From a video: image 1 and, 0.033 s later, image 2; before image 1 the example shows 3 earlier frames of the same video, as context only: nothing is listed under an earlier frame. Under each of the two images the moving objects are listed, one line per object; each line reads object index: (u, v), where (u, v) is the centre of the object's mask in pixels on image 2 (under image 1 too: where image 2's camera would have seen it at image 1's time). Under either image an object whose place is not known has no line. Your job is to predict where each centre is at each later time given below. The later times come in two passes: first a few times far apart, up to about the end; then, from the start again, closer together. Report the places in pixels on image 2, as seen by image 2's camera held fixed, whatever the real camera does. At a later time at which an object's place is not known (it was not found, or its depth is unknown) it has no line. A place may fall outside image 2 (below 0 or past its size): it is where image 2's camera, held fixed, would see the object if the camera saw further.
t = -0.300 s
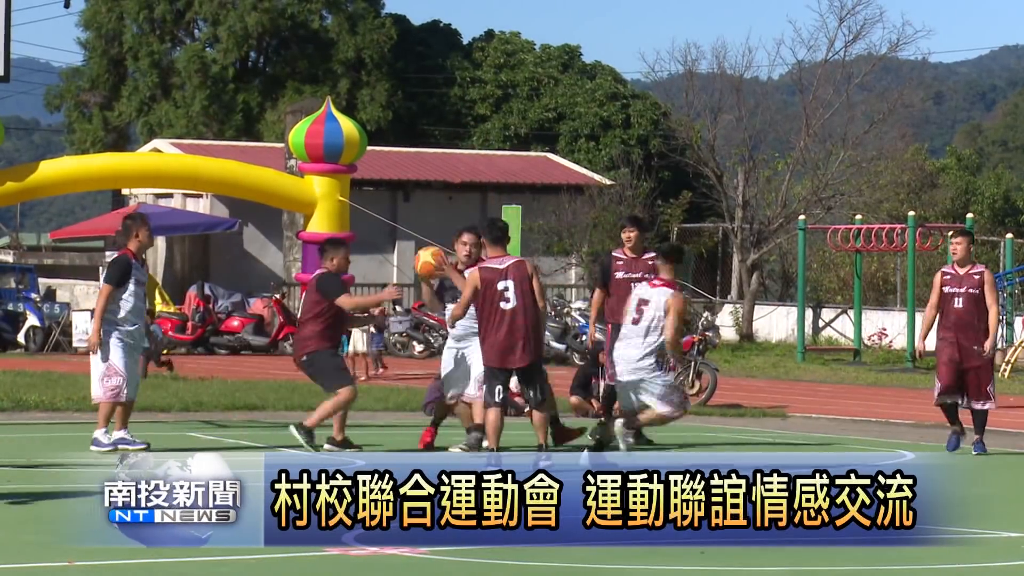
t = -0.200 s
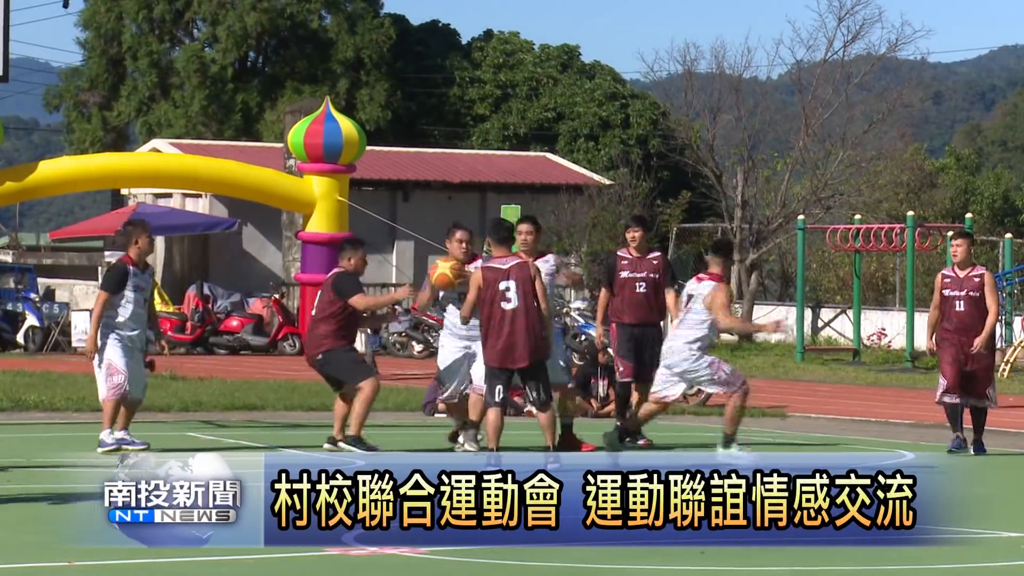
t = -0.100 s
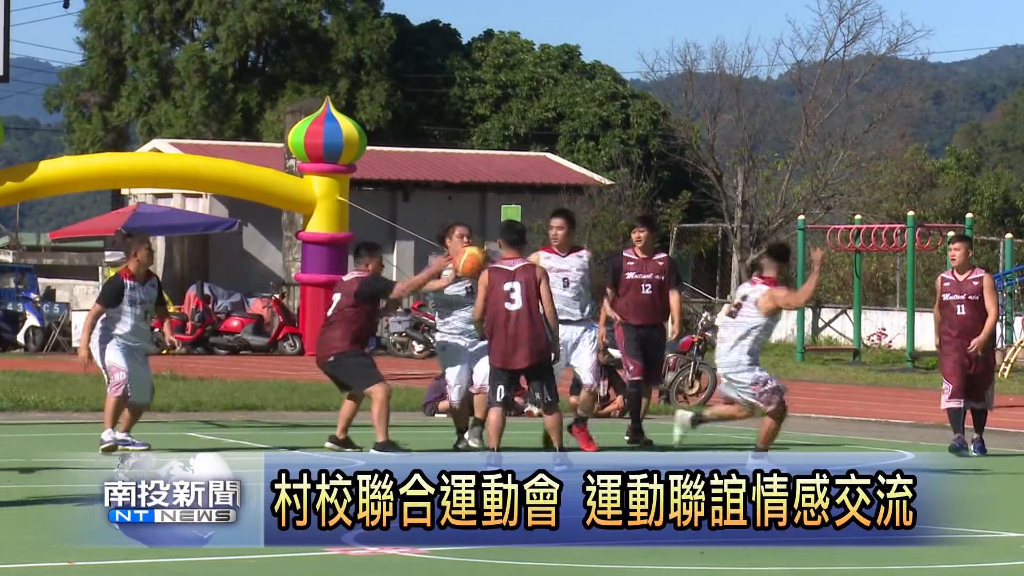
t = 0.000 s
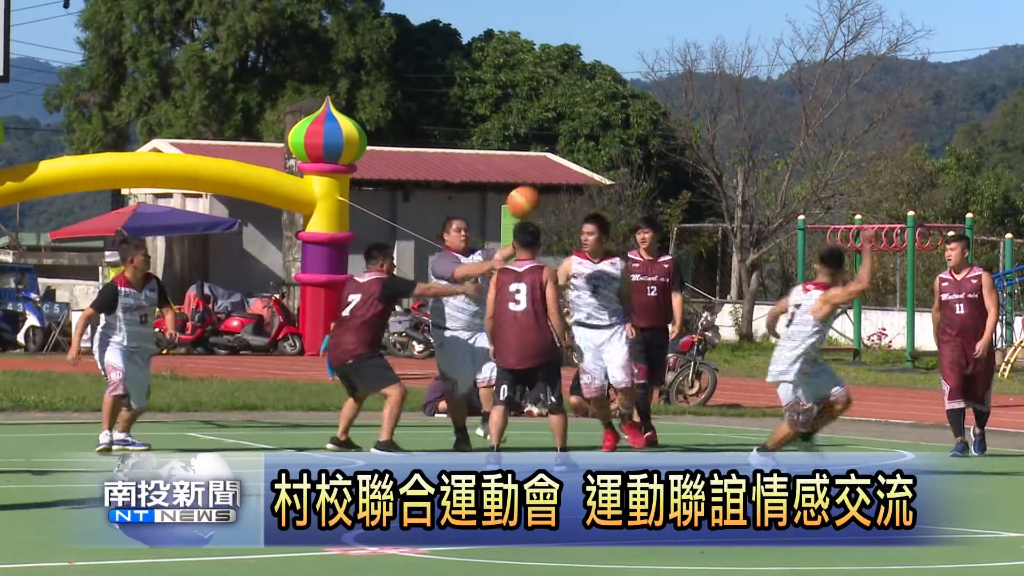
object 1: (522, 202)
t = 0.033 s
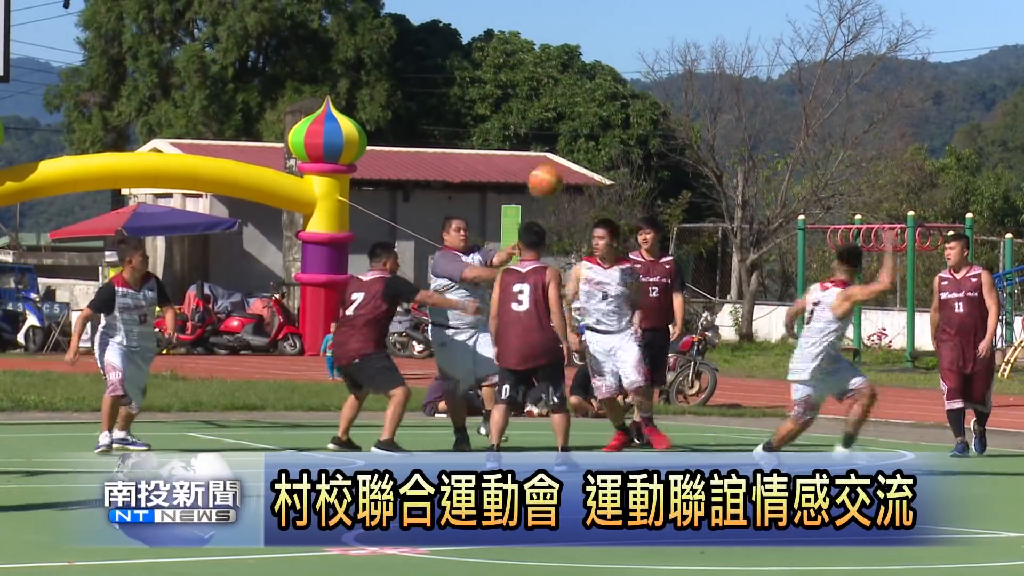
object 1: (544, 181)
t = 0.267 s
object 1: (706, 70)
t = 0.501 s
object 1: (874, 31)
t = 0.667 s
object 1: (1004, 45)
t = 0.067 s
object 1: (567, 162)
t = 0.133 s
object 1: (613, 125)
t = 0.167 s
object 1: (634, 108)
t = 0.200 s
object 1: (658, 95)
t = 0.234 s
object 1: (682, 83)
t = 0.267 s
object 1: (706, 70)
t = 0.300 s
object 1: (729, 61)
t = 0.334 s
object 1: (753, 52)
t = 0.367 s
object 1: (777, 45)
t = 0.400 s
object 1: (801, 39)
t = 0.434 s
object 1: (826, 35)
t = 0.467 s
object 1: (850, 32)
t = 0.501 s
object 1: (874, 31)
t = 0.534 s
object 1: (898, 32)
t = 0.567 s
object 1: (924, 34)
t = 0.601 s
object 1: (950, 37)
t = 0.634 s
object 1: (977, 40)
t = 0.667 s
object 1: (1004, 45)
